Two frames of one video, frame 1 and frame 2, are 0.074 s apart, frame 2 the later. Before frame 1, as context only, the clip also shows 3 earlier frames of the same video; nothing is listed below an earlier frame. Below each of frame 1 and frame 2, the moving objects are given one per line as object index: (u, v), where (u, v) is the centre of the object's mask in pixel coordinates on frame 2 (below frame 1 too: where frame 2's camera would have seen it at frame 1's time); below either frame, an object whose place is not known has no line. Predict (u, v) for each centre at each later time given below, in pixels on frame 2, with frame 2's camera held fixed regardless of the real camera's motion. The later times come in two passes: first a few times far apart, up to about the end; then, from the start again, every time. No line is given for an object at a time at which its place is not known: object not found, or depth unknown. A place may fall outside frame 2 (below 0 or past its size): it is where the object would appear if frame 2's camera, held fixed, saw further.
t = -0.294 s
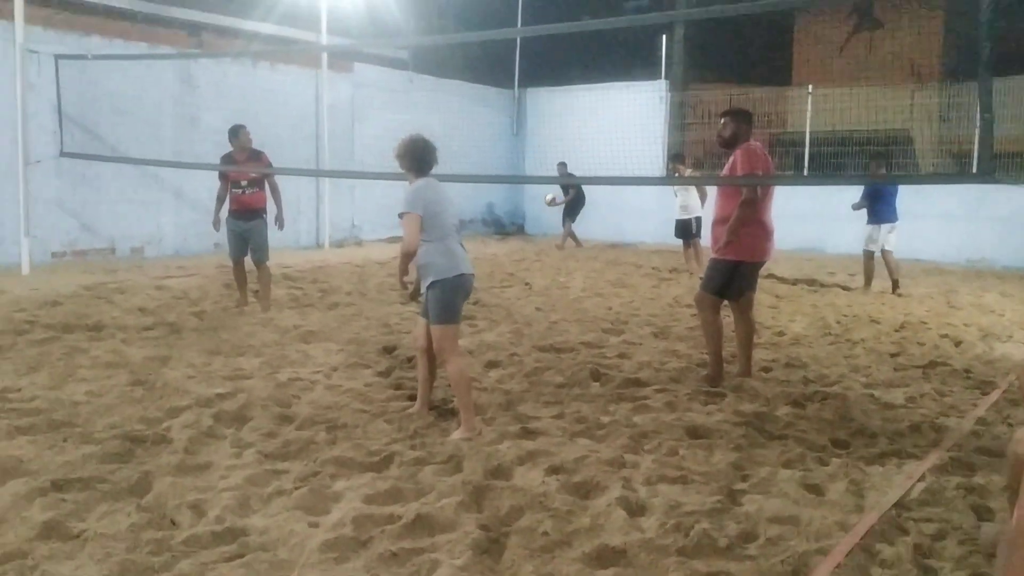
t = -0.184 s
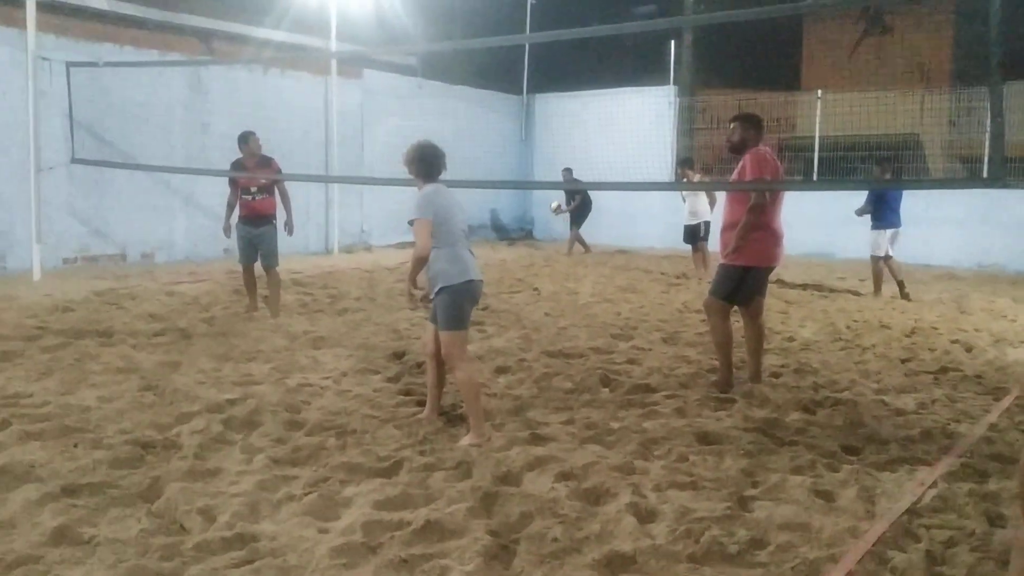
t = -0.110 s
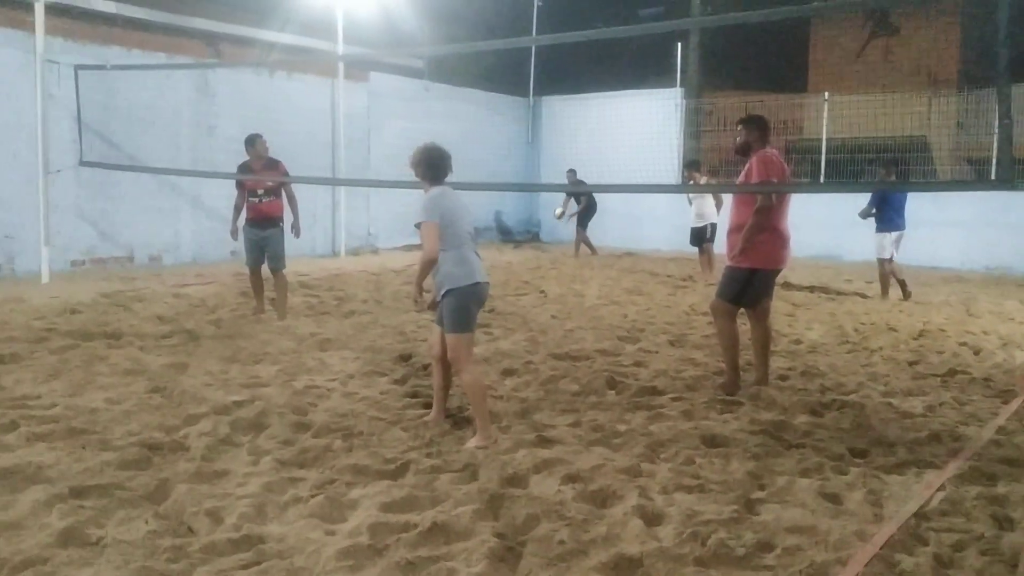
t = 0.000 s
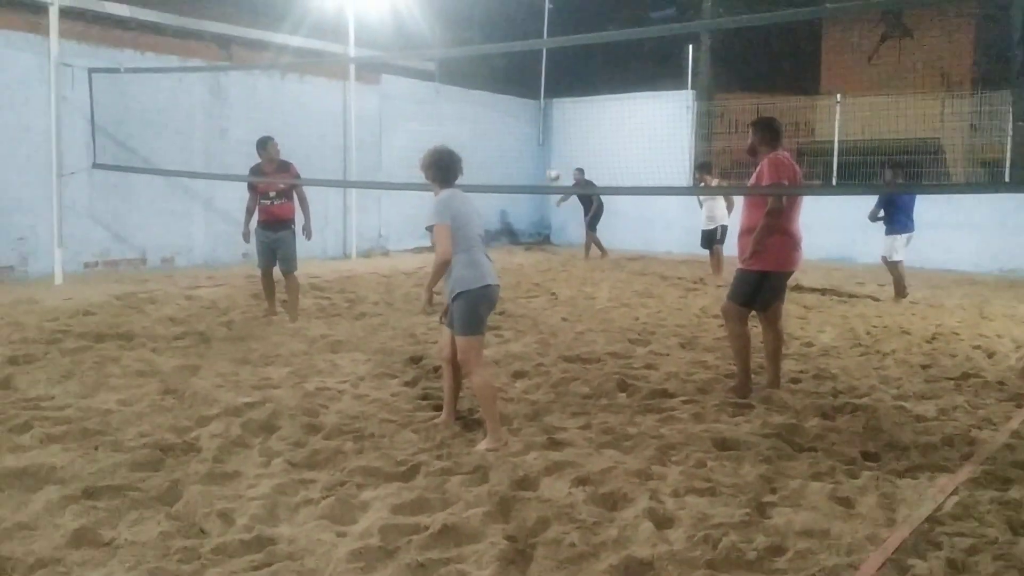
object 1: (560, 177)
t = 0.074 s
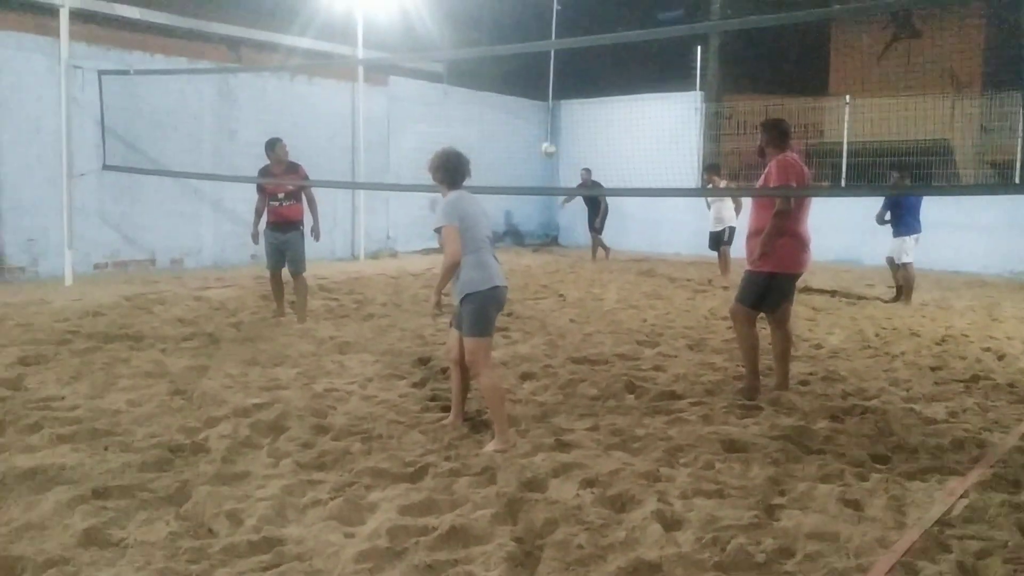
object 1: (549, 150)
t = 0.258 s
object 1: (512, 88)
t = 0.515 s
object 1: (442, 33)
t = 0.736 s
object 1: (350, 27)
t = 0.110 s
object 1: (542, 137)
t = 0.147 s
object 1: (535, 124)
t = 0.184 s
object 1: (527, 111)
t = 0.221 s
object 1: (520, 99)
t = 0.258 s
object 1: (512, 88)
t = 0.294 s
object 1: (503, 78)
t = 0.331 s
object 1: (495, 69)
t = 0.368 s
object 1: (486, 62)
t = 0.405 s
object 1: (476, 52)
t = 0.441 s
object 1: (465, 43)
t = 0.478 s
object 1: (454, 38)
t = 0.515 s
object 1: (442, 33)
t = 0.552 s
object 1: (429, 29)
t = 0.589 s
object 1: (415, 25)
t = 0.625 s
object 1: (401, 24)
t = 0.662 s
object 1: (384, 24)
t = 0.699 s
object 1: (367, 25)
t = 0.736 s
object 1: (350, 27)
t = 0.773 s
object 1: (330, 31)
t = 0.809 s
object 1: (311, 36)
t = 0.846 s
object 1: (287, 43)
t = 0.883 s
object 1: (263, 54)
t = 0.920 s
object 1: (239, 66)
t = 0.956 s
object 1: (214, 81)
